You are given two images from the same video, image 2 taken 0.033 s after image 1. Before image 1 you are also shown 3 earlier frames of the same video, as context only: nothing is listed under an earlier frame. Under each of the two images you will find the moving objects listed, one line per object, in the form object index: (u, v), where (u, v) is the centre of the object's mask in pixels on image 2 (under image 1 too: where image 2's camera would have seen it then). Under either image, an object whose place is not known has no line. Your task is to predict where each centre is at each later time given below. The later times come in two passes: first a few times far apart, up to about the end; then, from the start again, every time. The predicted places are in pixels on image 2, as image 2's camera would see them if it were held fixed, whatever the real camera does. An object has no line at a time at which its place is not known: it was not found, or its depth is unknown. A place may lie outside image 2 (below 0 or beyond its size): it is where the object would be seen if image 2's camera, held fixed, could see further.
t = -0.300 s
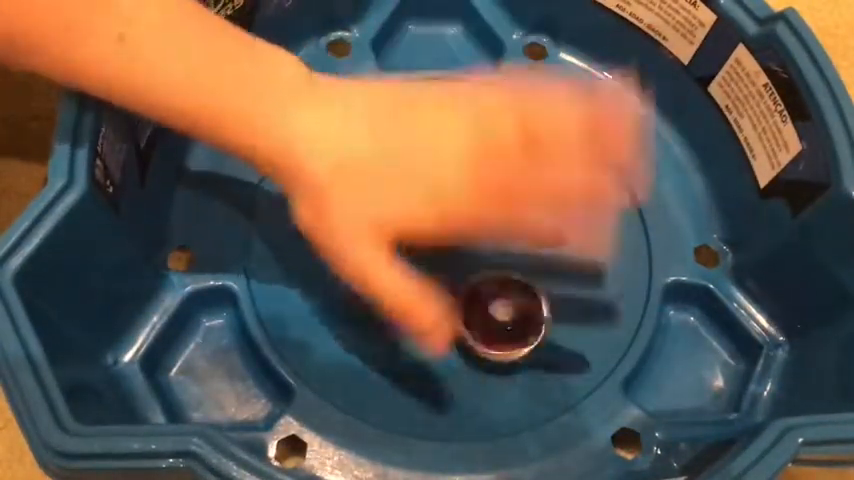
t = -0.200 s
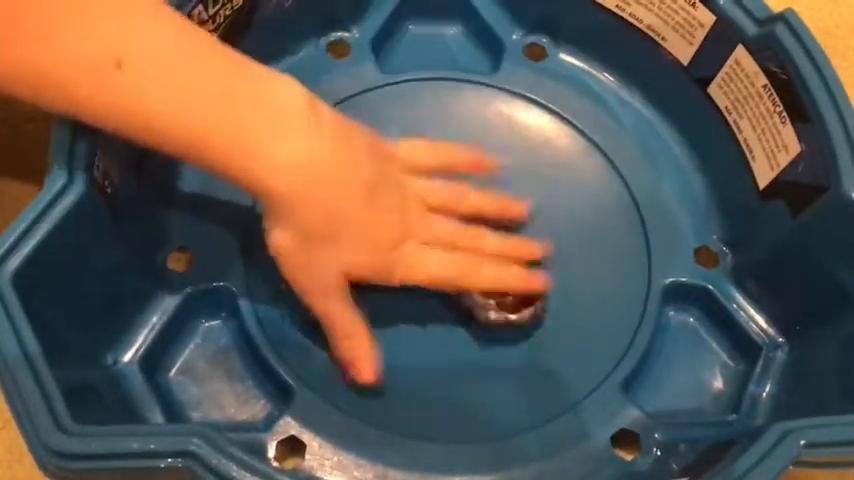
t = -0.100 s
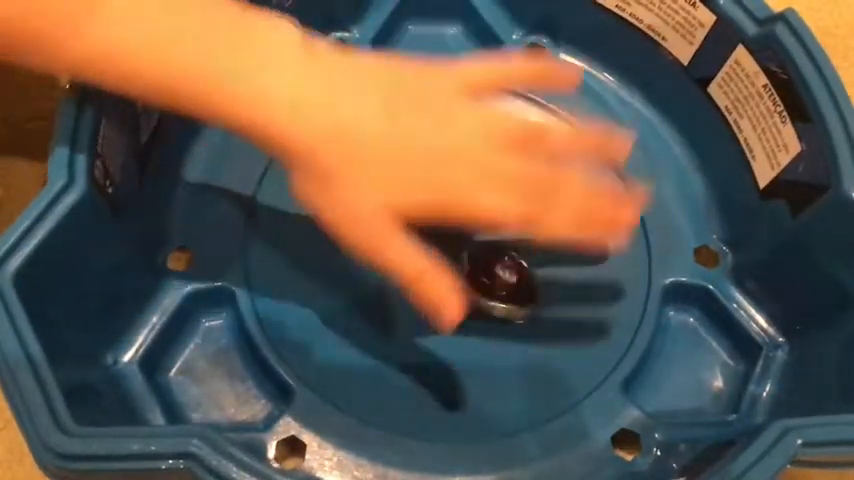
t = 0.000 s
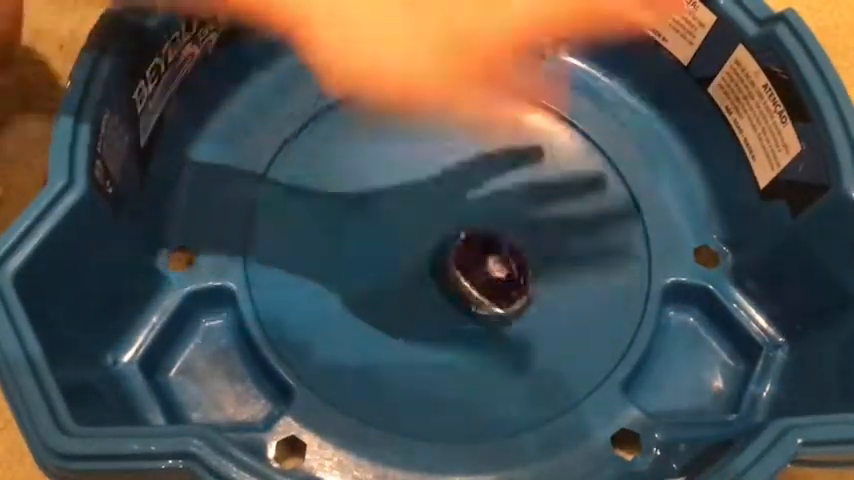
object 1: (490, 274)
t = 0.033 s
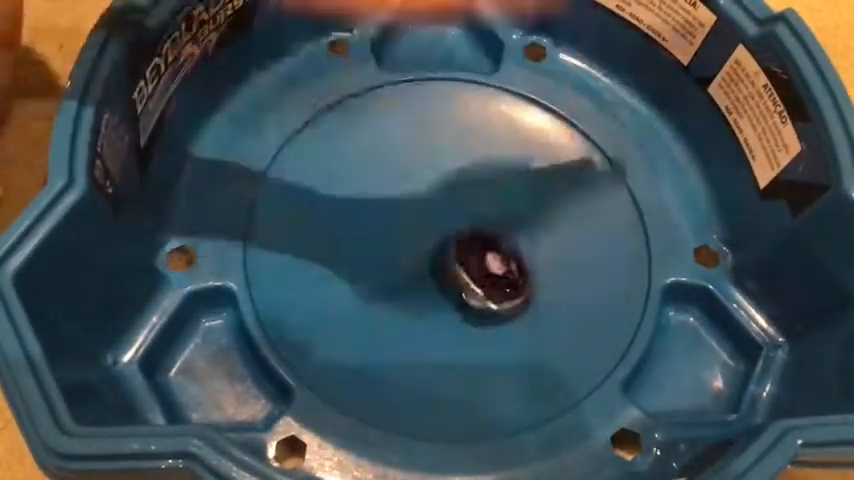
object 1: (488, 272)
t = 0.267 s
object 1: (463, 243)
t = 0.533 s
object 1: (436, 244)
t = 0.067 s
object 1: (487, 268)
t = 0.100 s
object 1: (486, 261)
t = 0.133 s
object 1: (483, 255)
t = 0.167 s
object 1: (477, 250)
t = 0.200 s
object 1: (472, 247)
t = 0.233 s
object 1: (468, 245)
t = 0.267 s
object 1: (463, 243)
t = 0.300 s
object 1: (458, 242)
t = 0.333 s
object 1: (452, 240)
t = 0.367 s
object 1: (446, 239)
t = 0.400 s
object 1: (443, 240)
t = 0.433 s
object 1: (440, 240)
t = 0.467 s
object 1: (437, 241)
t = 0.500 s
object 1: (436, 243)
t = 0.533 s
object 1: (436, 244)
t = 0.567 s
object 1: (435, 245)
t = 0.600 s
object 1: (435, 245)
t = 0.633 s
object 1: (436, 244)
